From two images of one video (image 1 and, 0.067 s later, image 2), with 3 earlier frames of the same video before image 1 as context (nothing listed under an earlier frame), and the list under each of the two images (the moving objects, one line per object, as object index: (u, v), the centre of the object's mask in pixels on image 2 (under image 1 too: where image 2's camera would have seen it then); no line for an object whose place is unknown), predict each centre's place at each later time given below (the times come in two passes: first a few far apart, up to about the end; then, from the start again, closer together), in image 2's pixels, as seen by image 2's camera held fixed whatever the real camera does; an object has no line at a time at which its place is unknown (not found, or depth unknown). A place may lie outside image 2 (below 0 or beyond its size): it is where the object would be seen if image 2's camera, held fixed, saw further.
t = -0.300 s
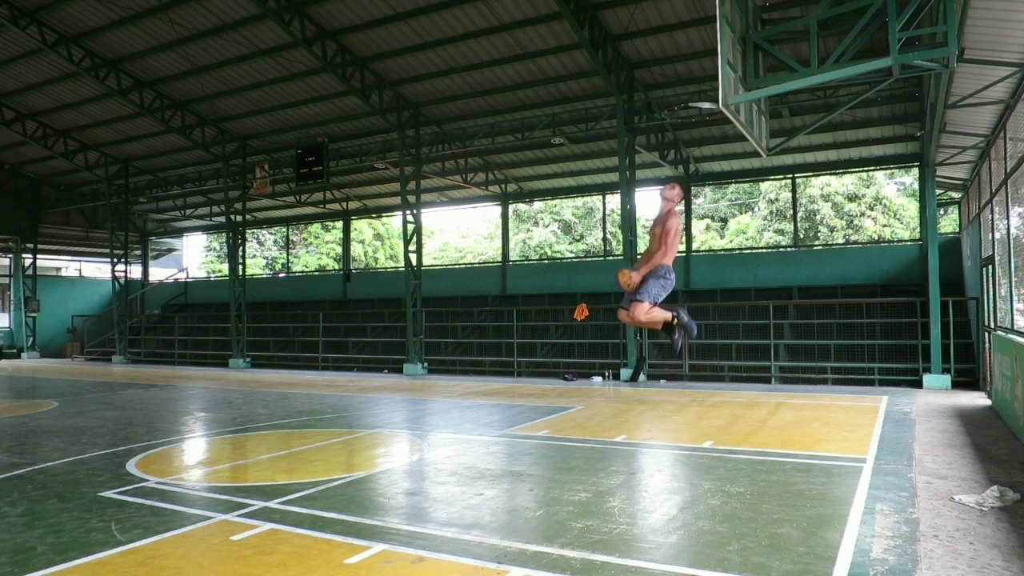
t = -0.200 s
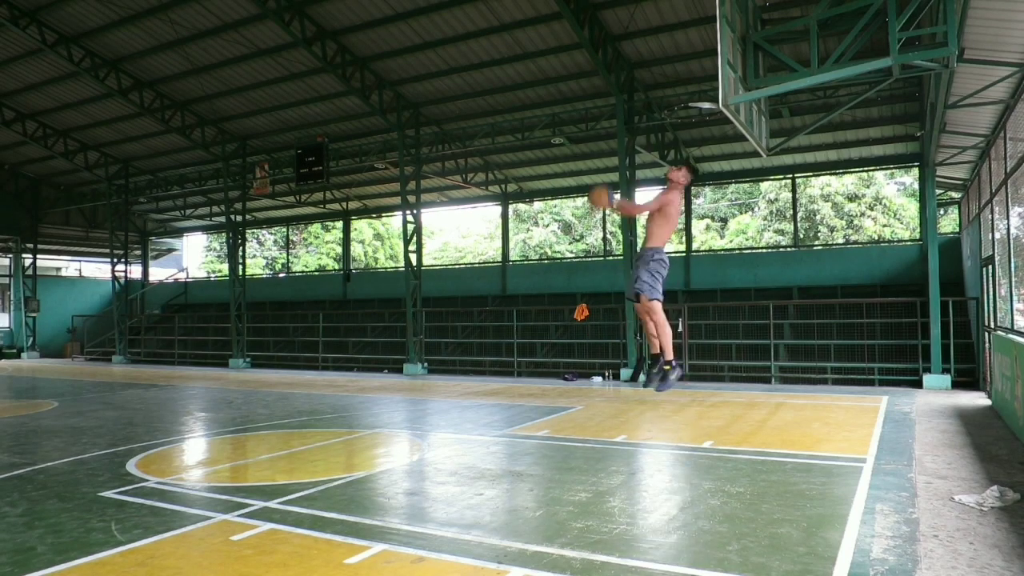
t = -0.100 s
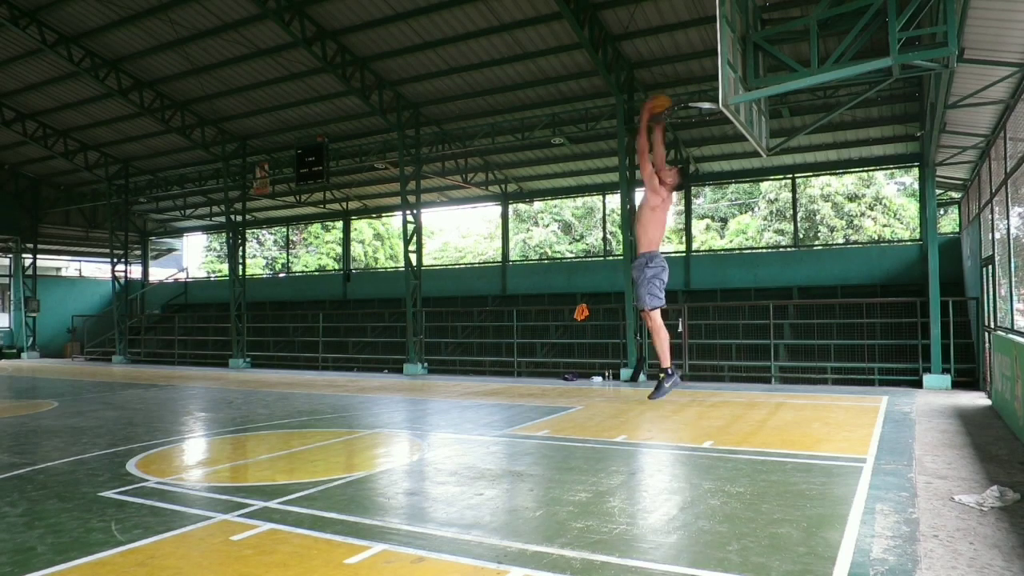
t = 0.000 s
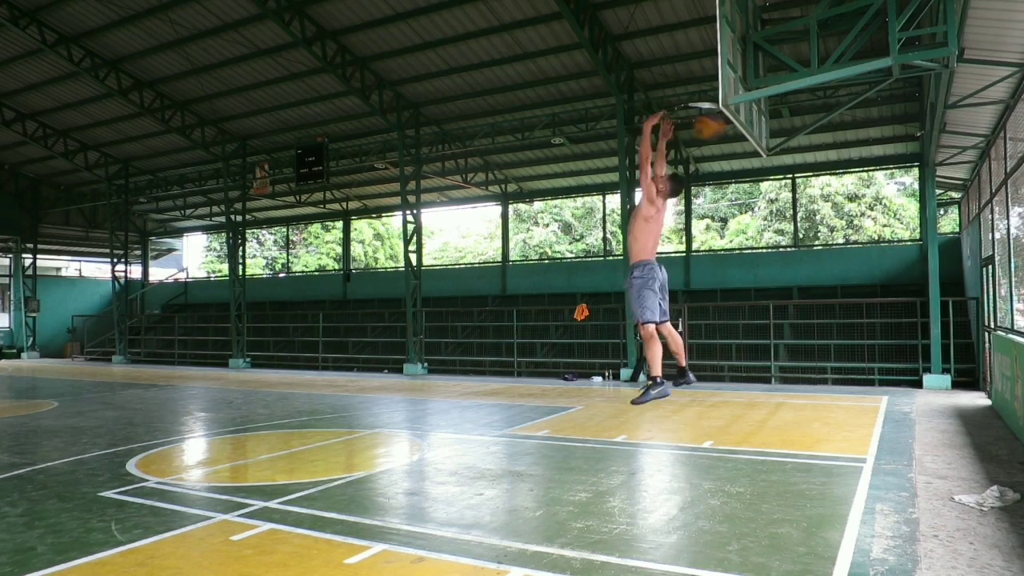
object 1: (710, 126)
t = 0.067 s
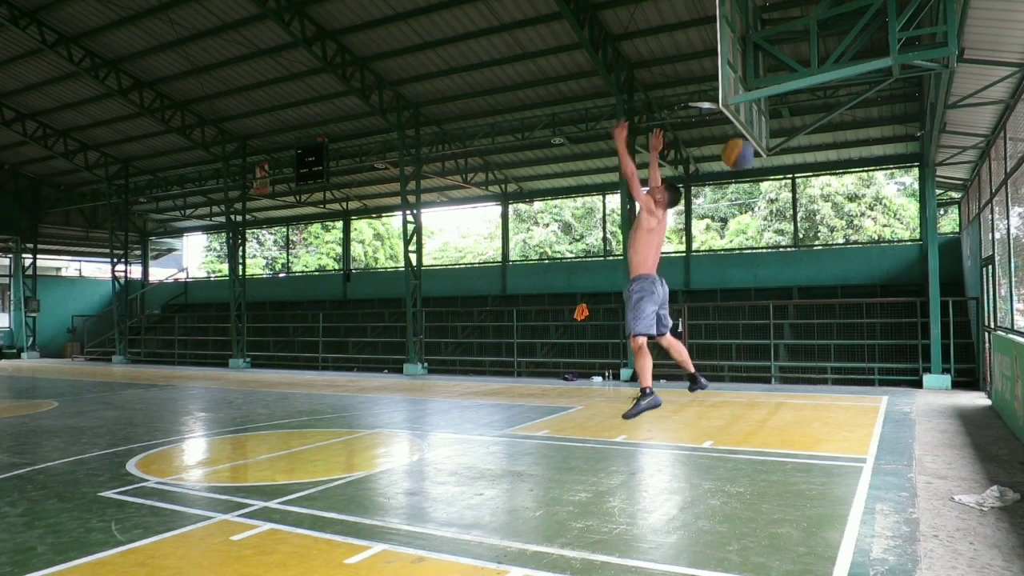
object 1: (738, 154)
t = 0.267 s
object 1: (776, 280)
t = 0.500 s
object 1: (823, 499)
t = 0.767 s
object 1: (852, 306)
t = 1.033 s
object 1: (884, 202)
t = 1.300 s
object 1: (927, 199)
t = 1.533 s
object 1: (972, 300)
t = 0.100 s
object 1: (744, 170)
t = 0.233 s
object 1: (770, 256)
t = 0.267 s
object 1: (776, 280)
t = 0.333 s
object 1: (789, 335)
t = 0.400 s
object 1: (802, 397)
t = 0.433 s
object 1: (808, 433)
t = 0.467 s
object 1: (817, 471)
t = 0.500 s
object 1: (823, 499)
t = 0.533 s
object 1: (826, 471)
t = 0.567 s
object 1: (830, 443)
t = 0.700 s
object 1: (845, 346)
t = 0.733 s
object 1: (848, 325)
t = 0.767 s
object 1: (852, 306)
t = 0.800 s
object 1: (856, 289)
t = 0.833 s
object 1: (860, 272)
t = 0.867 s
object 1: (864, 257)
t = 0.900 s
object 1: (868, 243)
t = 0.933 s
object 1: (872, 229)
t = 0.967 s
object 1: (876, 219)
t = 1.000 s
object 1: (880, 209)
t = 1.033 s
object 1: (884, 202)
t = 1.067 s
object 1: (889, 195)
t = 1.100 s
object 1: (895, 190)
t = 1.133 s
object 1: (899, 187)
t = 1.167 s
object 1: (905, 186)
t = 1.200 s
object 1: (910, 186)
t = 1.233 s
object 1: (916, 188)
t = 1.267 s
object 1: (921, 192)
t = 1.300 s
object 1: (927, 199)
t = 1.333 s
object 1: (933, 207)
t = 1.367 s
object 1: (940, 217)
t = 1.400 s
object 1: (945, 230)
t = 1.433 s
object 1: (952, 244)
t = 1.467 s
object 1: (958, 260)
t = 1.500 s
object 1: (966, 279)
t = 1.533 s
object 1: (972, 300)
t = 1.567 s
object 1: (978, 323)
